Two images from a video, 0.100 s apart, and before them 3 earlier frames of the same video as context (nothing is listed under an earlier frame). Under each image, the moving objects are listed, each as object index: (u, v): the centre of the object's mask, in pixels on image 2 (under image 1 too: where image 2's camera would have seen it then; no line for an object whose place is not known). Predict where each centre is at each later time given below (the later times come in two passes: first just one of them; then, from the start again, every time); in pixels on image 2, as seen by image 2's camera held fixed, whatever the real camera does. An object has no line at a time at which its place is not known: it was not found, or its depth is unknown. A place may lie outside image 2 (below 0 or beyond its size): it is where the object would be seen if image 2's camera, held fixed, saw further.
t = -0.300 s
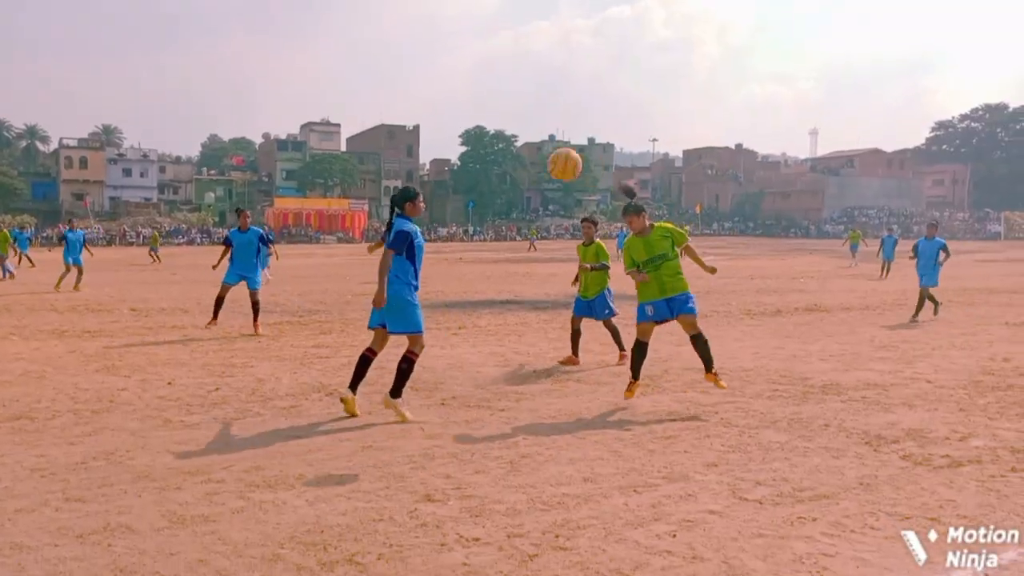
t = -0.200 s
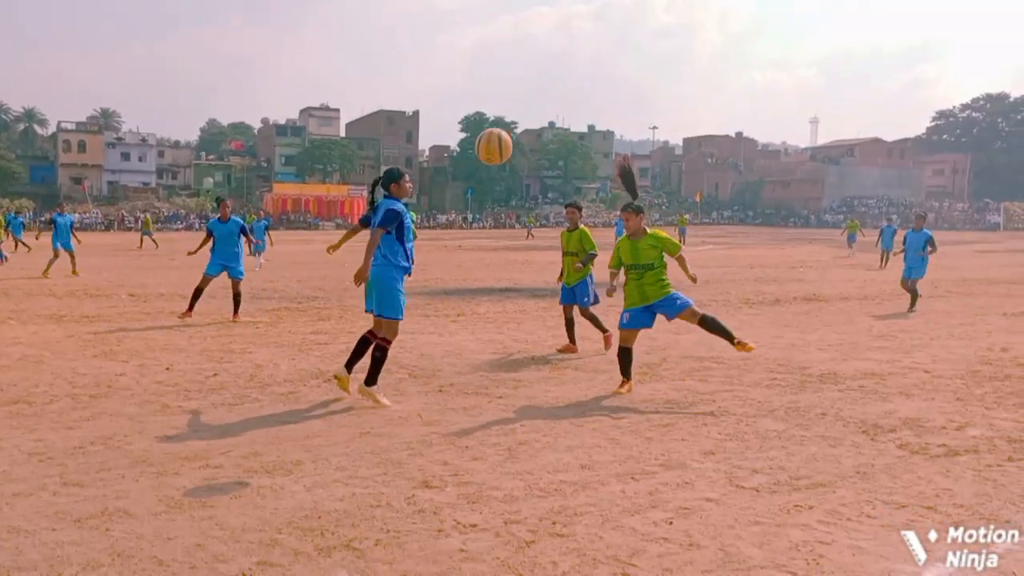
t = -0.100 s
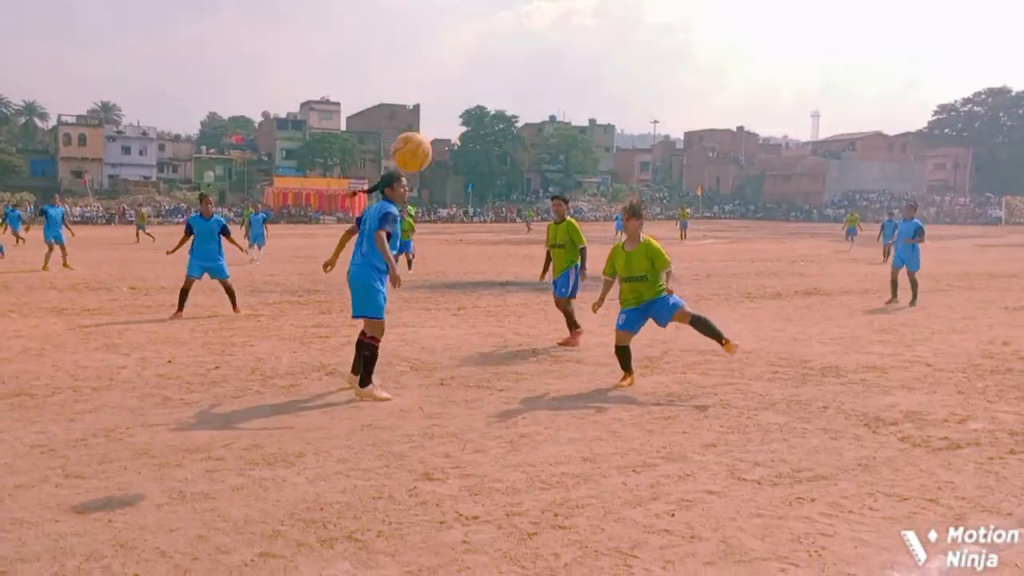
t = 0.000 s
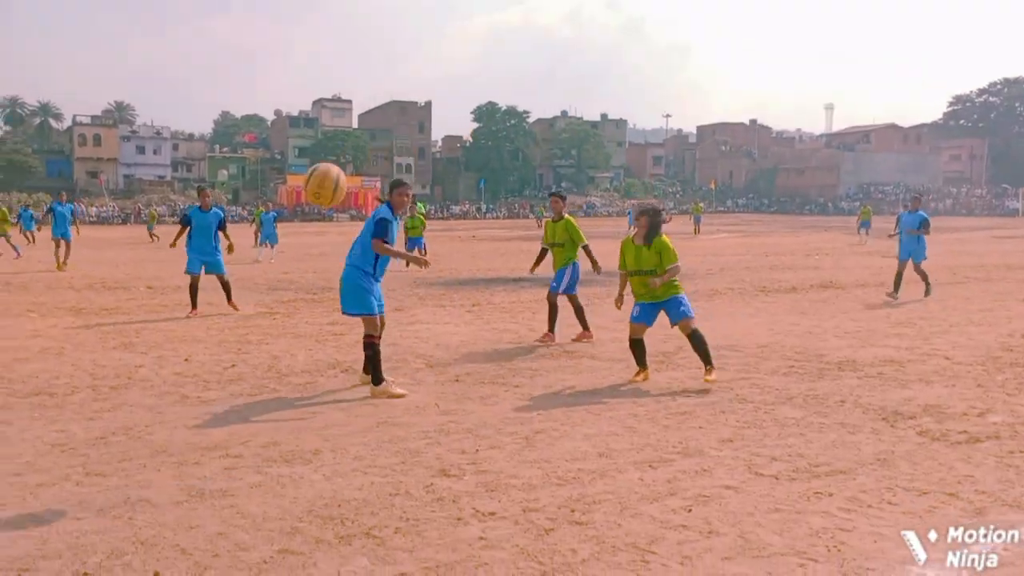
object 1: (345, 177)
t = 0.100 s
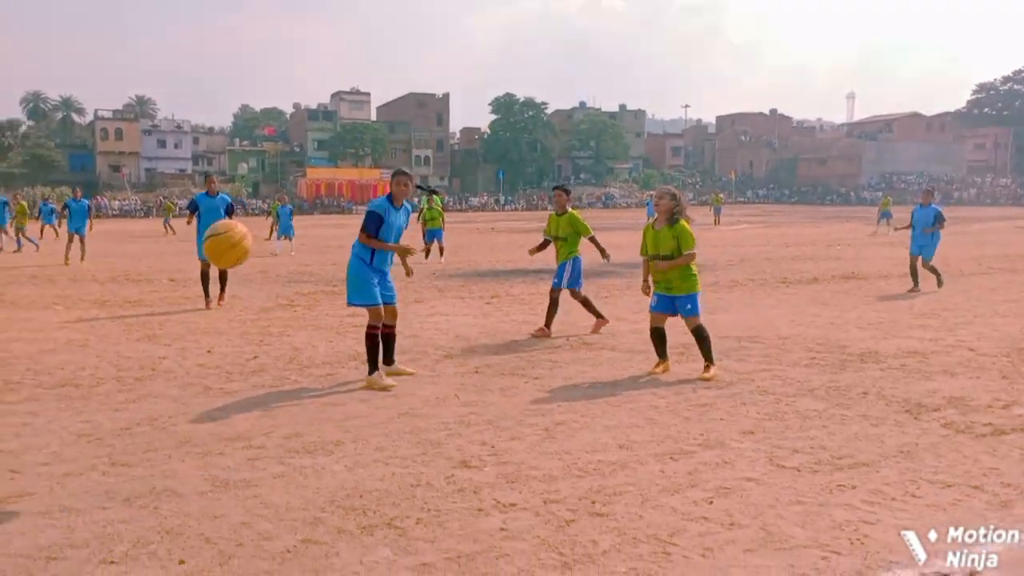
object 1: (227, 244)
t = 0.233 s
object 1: (31, 393)
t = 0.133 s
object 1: (183, 274)
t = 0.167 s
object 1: (136, 308)
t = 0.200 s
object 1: (86, 348)
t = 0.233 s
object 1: (31, 393)
